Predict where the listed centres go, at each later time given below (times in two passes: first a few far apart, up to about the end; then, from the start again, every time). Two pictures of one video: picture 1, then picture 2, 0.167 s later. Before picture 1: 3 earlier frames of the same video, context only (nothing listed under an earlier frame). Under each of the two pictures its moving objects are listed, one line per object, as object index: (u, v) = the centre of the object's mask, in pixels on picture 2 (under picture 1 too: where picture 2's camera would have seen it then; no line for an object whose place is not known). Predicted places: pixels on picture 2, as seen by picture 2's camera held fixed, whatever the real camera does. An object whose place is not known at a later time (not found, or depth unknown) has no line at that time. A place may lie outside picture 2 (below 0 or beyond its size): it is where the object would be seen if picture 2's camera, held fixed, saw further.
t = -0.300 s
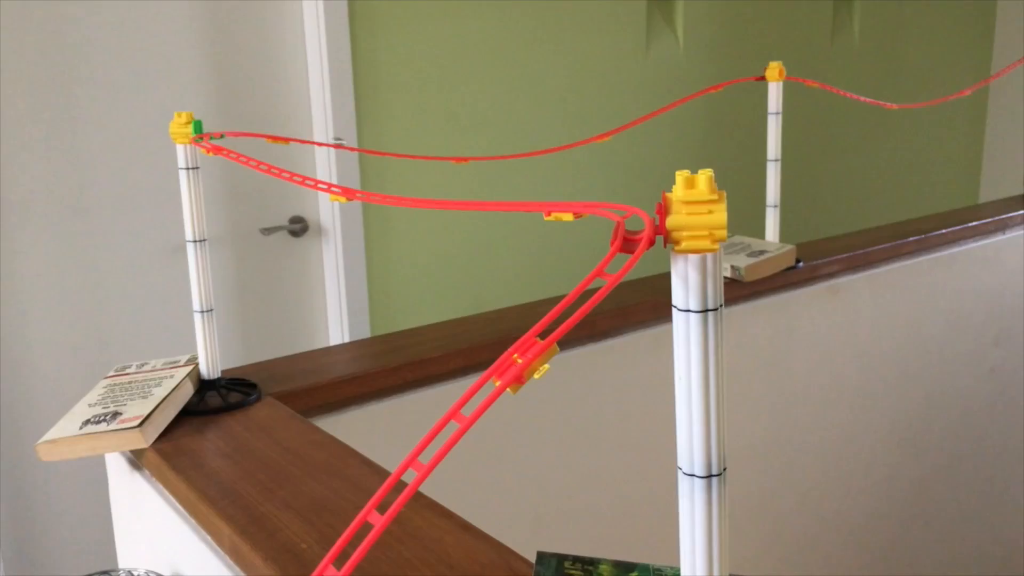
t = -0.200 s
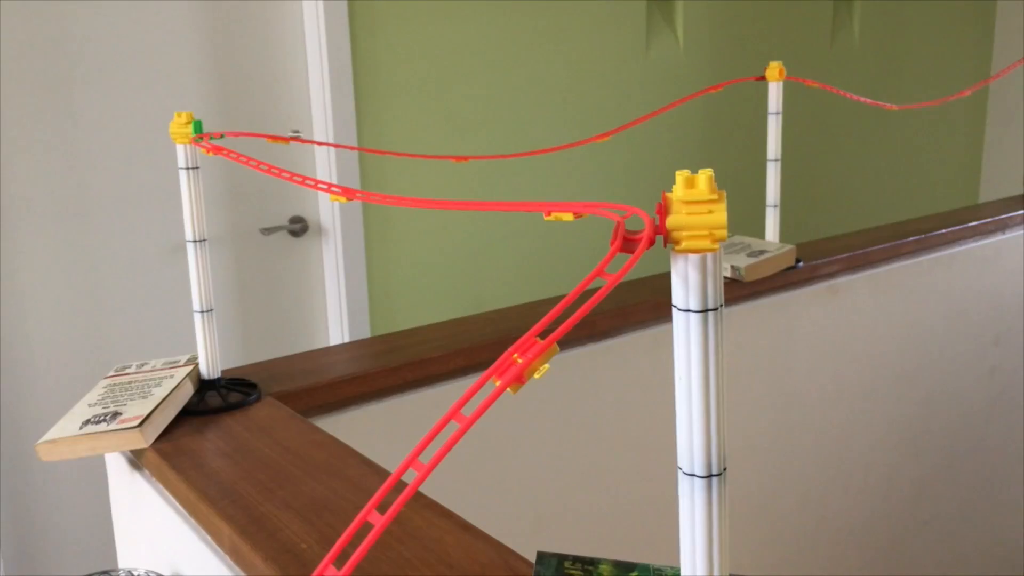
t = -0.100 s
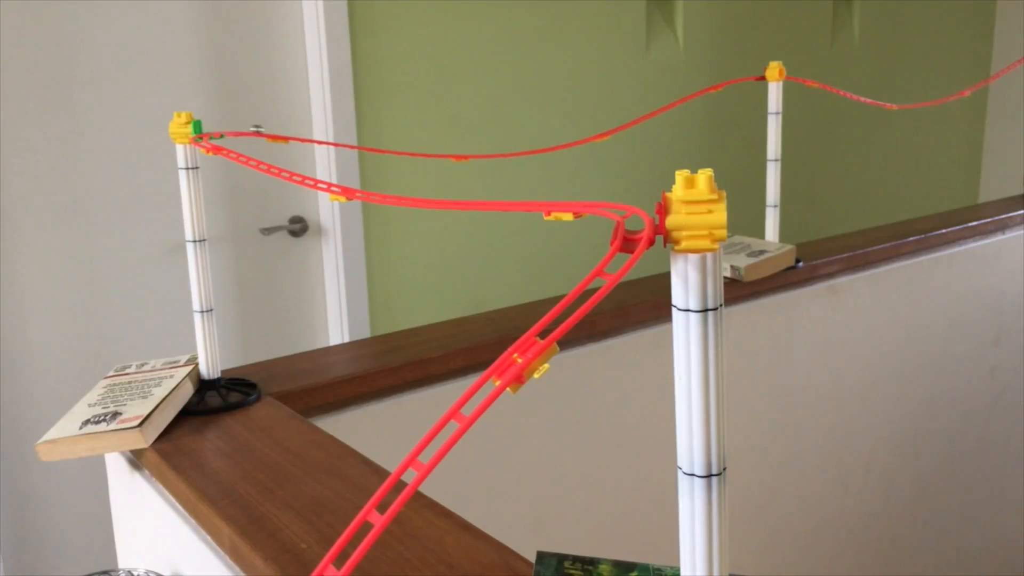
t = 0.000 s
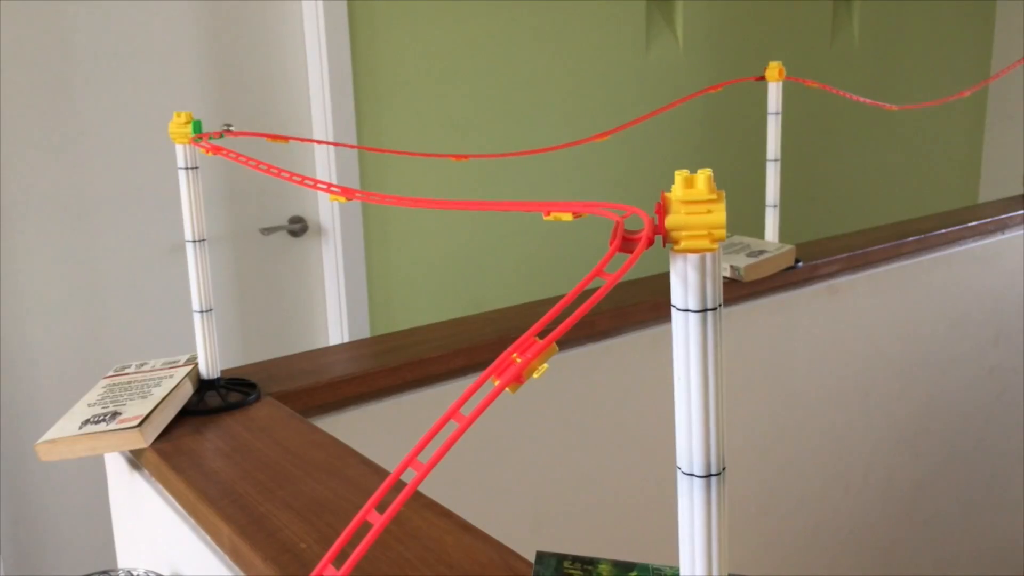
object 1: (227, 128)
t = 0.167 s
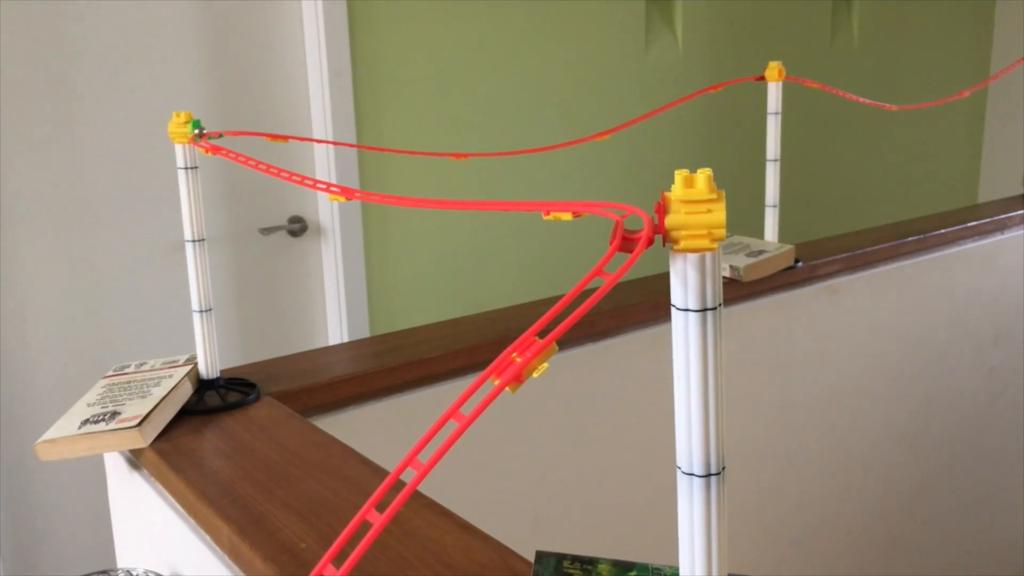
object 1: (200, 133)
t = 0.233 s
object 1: (198, 135)
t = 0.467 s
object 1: (227, 149)
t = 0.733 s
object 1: (288, 177)
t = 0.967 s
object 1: (365, 198)
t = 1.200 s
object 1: (457, 202)
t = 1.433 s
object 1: (554, 198)
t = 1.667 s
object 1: (624, 204)
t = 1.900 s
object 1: (626, 235)
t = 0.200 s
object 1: (198, 134)
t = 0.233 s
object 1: (198, 135)
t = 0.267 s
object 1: (198, 137)
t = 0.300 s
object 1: (200, 139)
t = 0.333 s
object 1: (204, 140)
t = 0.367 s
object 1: (209, 143)
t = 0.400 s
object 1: (214, 144)
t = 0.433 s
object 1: (220, 147)
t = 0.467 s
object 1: (227, 149)
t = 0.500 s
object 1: (233, 153)
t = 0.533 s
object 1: (239, 155)
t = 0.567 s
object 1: (246, 159)
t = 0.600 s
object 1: (254, 162)
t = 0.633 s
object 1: (262, 165)
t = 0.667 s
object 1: (270, 169)
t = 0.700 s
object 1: (279, 173)
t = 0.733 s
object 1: (288, 177)
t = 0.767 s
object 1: (298, 180)
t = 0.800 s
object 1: (307, 183)
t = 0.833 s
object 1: (317, 186)
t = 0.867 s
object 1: (329, 189)
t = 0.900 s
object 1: (341, 193)
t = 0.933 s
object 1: (352, 195)
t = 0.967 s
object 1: (365, 198)
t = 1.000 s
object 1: (377, 200)
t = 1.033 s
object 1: (390, 201)
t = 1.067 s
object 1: (403, 202)
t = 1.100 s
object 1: (416, 202)
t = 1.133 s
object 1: (429, 202)
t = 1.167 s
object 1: (443, 202)
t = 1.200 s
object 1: (457, 202)
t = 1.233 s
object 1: (471, 201)
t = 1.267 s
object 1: (485, 201)
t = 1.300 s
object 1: (498, 201)
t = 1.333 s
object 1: (512, 200)
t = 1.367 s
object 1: (526, 199)
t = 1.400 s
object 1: (540, 198)
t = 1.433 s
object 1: (554, 198)
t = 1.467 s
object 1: (567, 197)
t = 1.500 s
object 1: (581, 198)
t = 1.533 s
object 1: (592, 198)
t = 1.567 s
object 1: (603, 199)
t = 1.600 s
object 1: (611, 200)
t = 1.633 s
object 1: (619, 203)
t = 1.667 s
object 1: (624, 204)
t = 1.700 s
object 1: (629, 206)
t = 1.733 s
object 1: (632, 209)
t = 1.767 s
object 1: (633, 212)
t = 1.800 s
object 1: (633, 218)
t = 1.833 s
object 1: (631, 223)
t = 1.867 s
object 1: (629, 228)
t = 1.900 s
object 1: (626, 235)
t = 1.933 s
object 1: (619, 245)
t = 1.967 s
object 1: (605, 258)
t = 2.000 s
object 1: (586, 276)
